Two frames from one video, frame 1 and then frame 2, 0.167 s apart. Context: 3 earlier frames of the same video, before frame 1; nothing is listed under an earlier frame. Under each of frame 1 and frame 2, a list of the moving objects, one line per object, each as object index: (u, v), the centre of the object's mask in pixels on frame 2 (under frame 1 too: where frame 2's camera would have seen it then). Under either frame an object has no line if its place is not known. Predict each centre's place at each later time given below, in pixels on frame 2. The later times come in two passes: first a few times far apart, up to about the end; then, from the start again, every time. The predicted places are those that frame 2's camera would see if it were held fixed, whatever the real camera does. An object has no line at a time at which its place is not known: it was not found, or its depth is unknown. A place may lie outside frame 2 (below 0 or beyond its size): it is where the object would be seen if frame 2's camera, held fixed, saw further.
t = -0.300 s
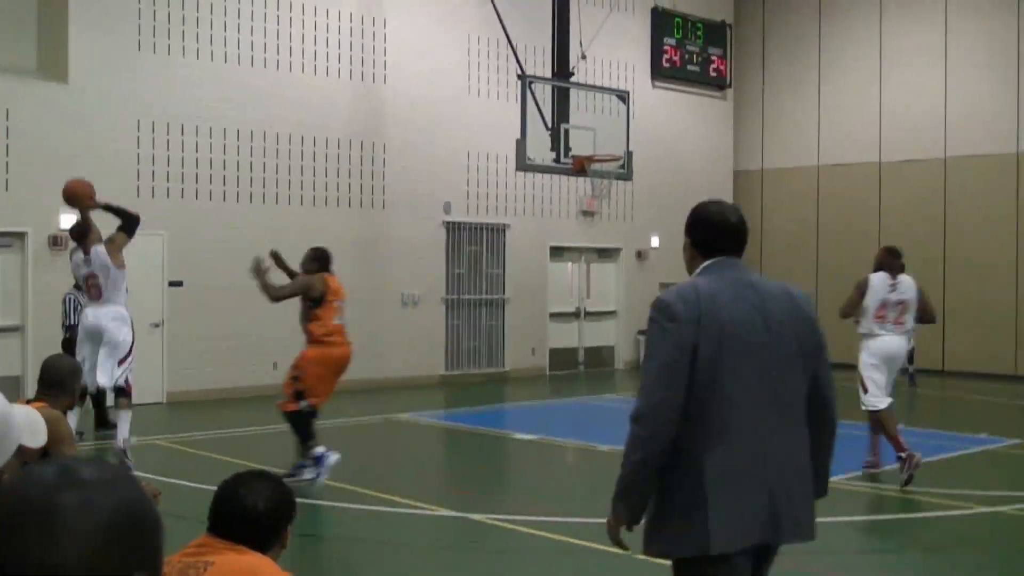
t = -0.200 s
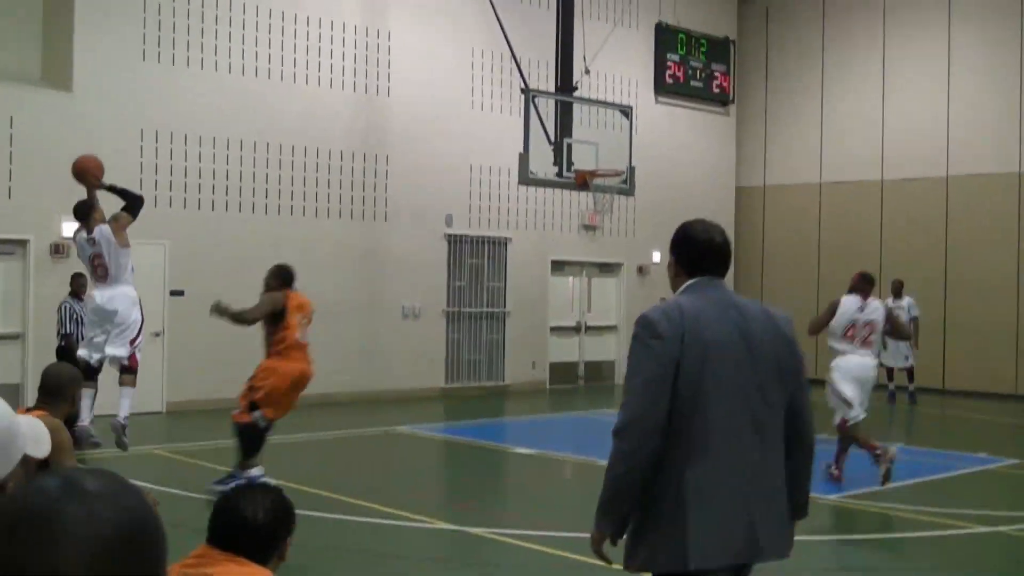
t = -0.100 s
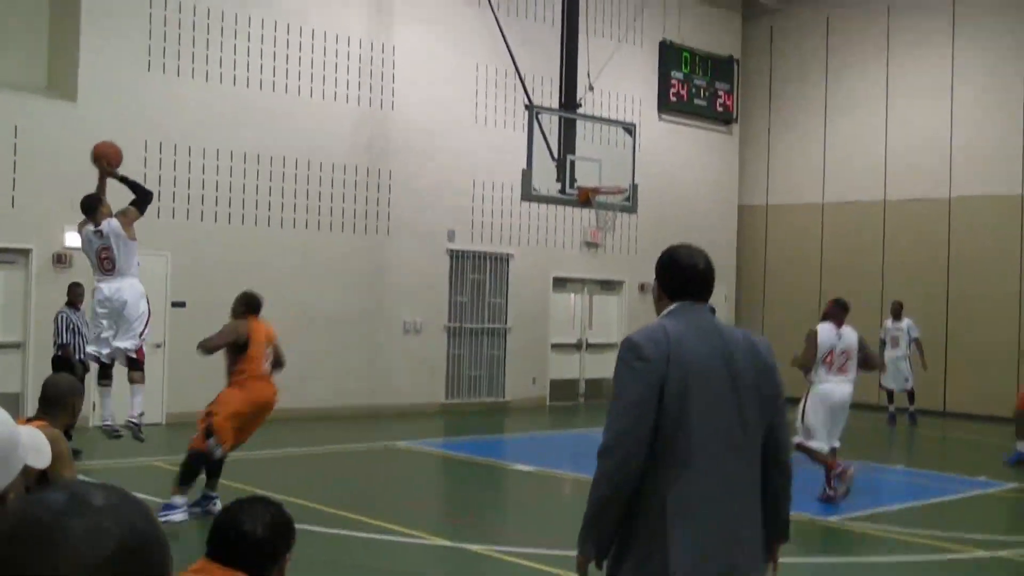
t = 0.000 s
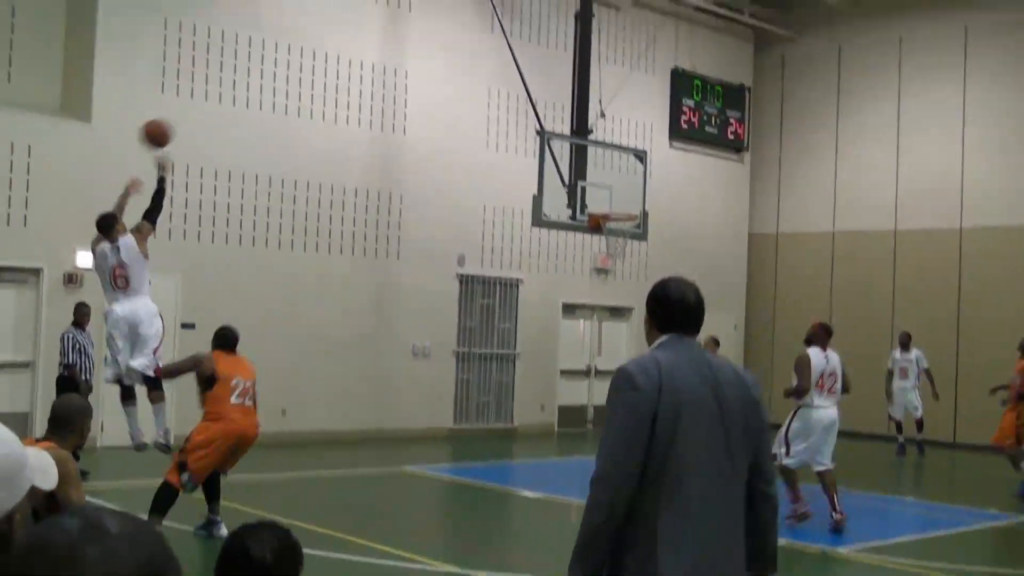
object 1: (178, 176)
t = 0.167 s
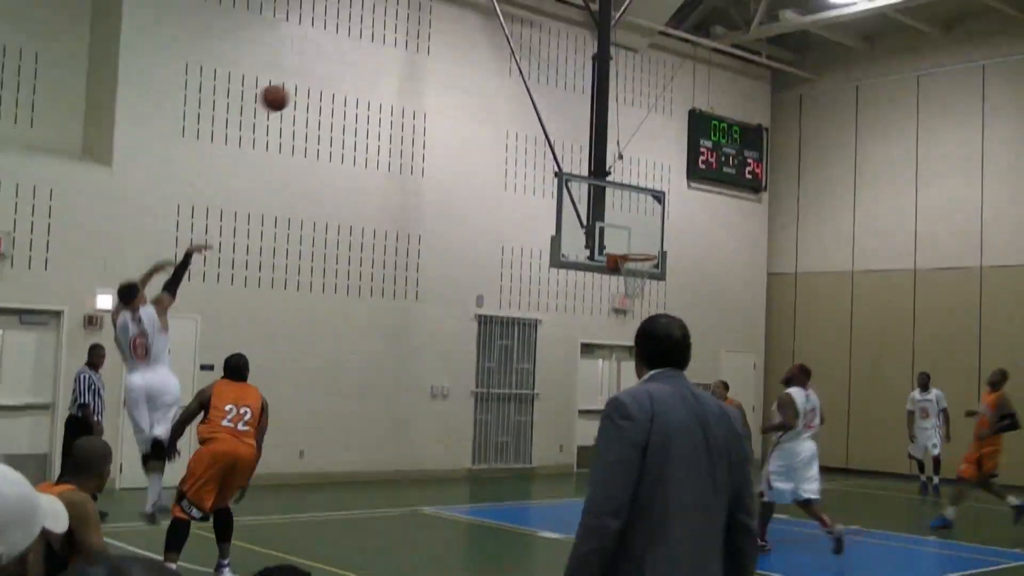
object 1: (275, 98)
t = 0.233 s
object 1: (308, 78)
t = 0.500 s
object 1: (424, 49)
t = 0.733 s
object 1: (506, 77)
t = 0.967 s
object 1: (574, 147)
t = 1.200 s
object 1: (631, 248)
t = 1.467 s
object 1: (658, 318)
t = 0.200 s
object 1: (292, 87)
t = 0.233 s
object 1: (308, 78)
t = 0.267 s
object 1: (324, 70)
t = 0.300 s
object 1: (340, 63)
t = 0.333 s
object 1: (356, 58)
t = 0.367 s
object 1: (370, 54)
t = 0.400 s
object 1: (384, 51)
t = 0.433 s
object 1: (398, 49)
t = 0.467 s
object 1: (412, 48)
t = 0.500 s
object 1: (424, 49)
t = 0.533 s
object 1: (437, 50)
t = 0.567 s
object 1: (450, 53)
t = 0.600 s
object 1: (461, 56)
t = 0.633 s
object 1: (473, 60)
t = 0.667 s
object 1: (484, 65)
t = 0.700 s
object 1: (495, 71)
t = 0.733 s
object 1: (506, 77)
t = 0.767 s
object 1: (516, 85)
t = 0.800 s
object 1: (526, 94)
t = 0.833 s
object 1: (536, 103)
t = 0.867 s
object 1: (546, 112)
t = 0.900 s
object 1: (555, 123)
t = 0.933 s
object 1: (565, 135)
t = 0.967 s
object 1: (574, 147)
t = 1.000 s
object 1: (583, 159)
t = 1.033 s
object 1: (591, 173)
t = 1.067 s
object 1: (600, 186)
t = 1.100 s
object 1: (610, 201)
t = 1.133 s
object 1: (616, 217)
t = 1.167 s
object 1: (624, 233)
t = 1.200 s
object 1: (631, 248)
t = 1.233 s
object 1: (639, 267)
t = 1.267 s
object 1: (643, 278)
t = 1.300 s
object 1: (646, 282)
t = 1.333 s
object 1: (649, 288)
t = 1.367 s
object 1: (651, 294)
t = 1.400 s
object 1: (653, 302)
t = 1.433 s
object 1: (656, 310)
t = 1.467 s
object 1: (658, 318)
